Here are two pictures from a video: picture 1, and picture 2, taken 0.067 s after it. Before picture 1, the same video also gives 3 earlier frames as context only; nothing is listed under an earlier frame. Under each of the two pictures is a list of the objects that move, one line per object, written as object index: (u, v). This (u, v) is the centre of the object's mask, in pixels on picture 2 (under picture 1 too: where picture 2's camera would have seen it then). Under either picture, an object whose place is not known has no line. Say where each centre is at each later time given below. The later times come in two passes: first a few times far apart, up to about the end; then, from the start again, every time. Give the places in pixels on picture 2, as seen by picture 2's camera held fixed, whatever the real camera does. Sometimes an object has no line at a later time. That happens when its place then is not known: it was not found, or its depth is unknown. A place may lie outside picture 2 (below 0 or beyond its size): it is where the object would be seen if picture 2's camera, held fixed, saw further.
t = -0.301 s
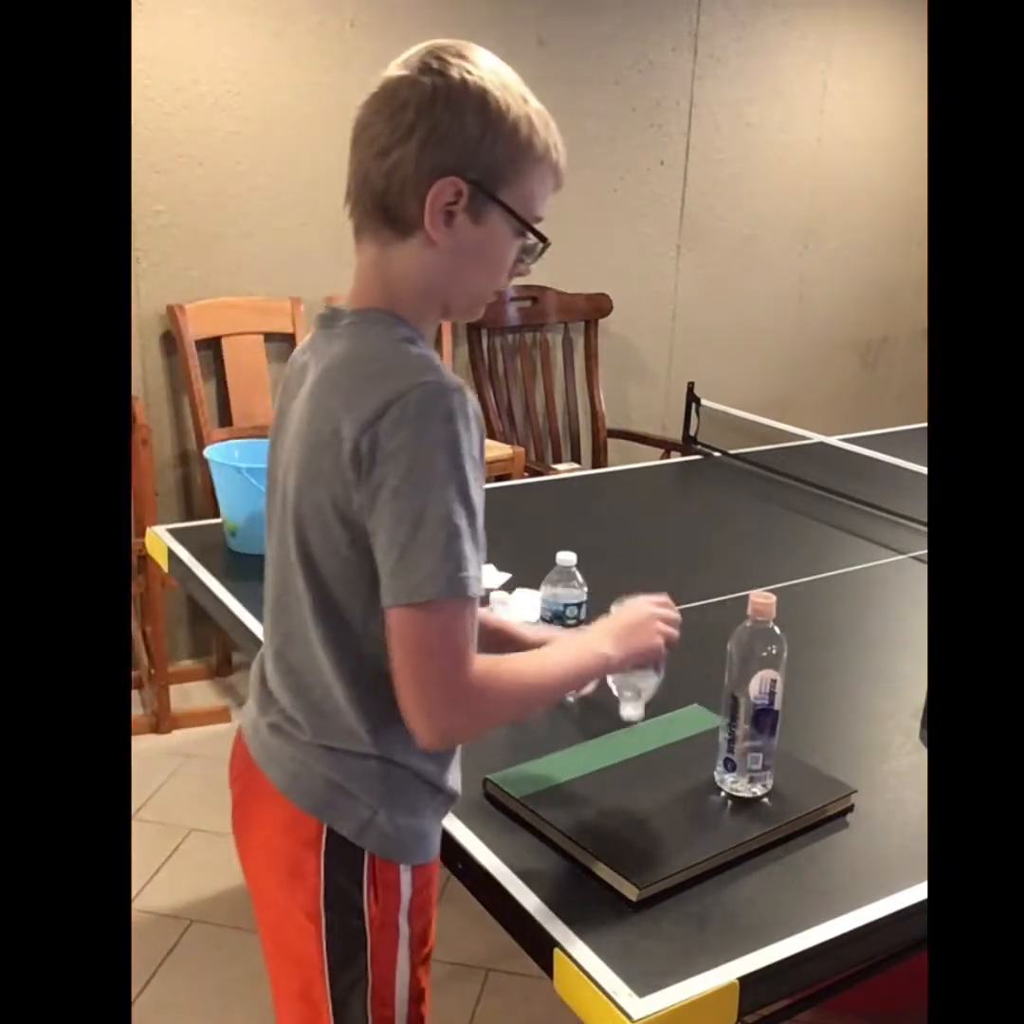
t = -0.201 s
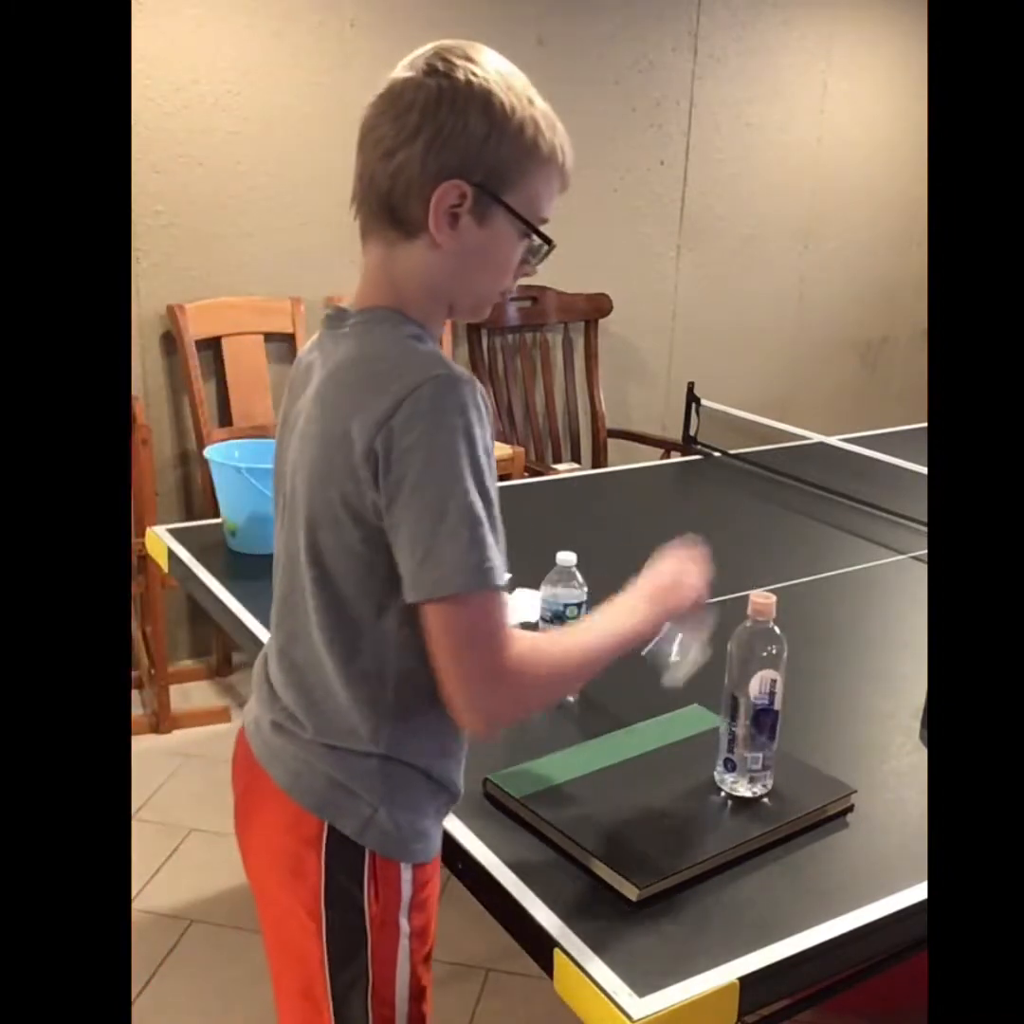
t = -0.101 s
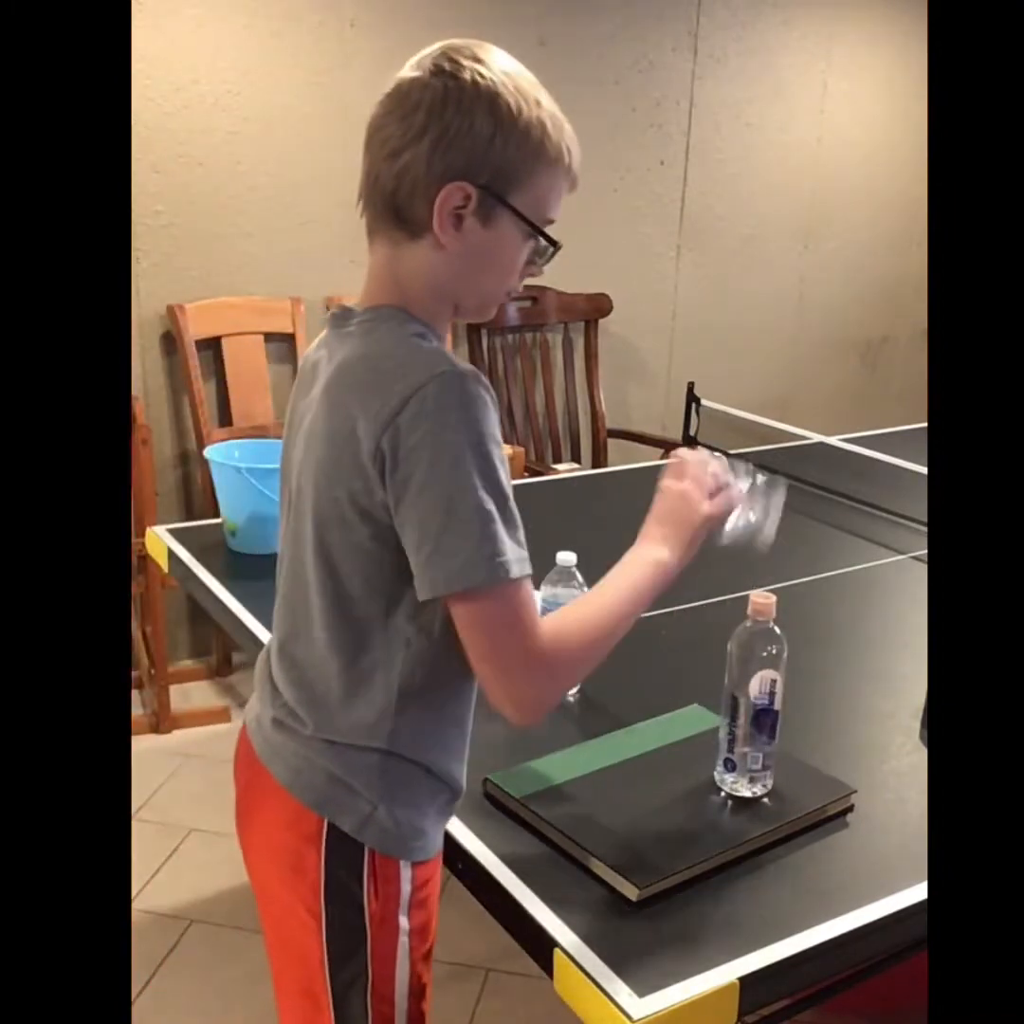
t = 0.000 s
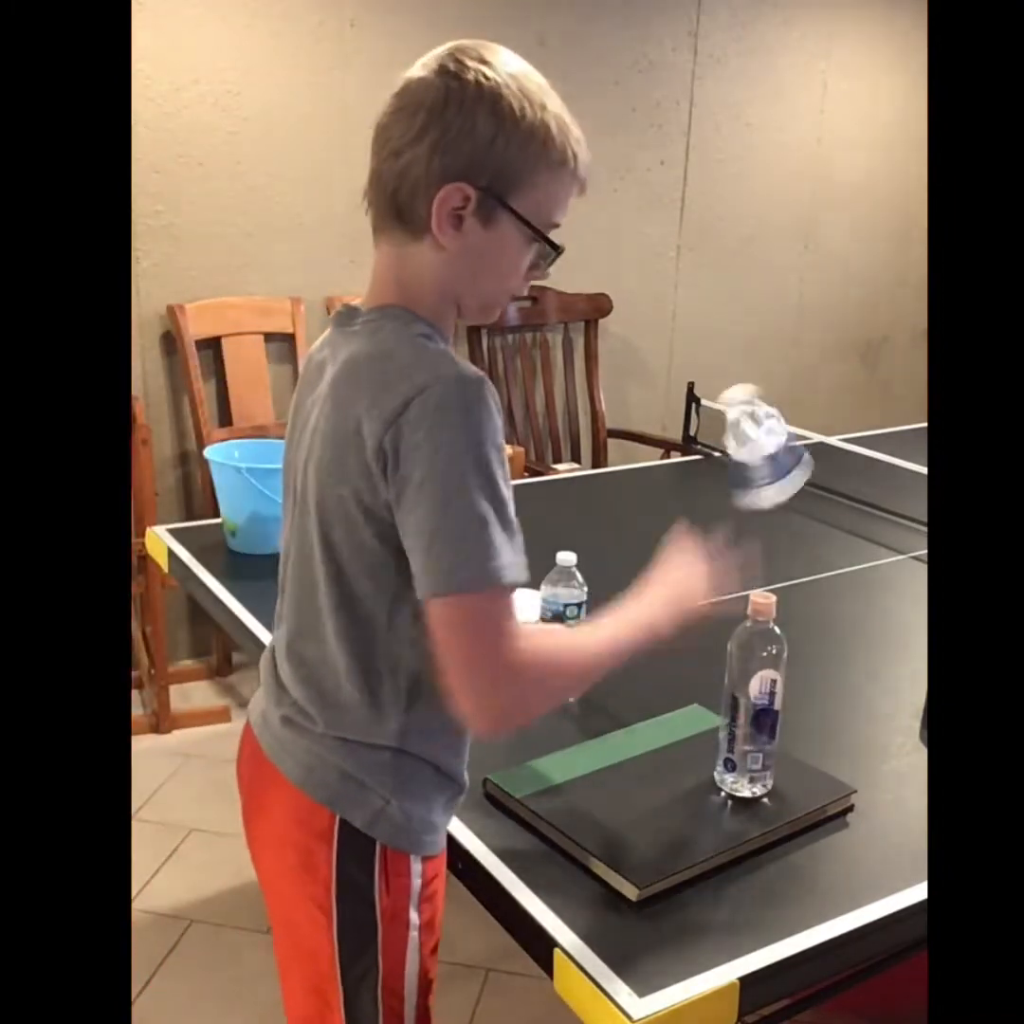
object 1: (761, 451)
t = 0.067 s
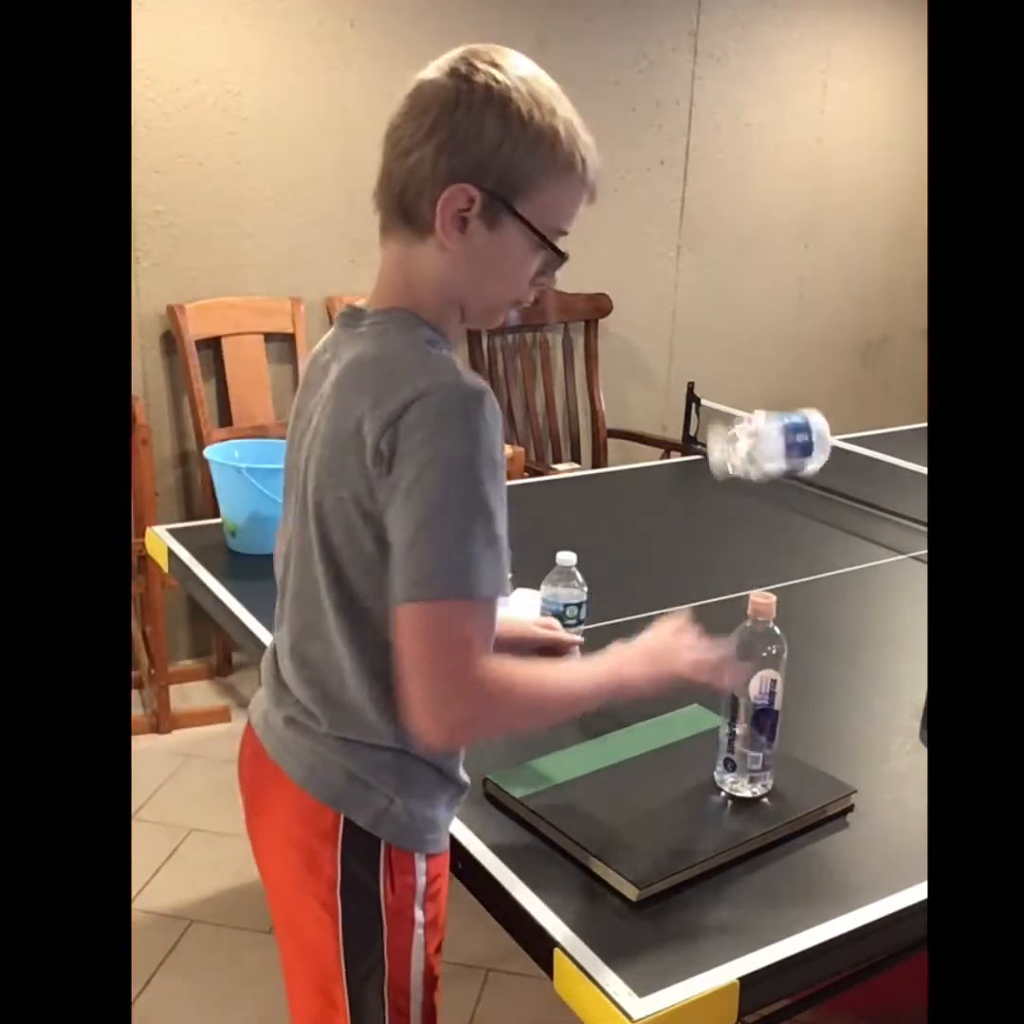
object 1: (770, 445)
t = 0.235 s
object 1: (769, 534)
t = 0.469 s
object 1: (751, 544)
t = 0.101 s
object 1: (771, 463)
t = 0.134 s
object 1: (774, 488)
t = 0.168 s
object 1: (775, 518)
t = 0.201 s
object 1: (770, 533)
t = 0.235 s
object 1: (769, 534)
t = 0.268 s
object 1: (769, 535)
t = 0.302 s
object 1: (769, 535)
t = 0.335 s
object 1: (768, 536)
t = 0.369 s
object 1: (766, 537)
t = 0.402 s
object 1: (763, 538)
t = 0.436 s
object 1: (757, 540)
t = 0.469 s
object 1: (751, 544)
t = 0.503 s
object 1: (742, 552)
